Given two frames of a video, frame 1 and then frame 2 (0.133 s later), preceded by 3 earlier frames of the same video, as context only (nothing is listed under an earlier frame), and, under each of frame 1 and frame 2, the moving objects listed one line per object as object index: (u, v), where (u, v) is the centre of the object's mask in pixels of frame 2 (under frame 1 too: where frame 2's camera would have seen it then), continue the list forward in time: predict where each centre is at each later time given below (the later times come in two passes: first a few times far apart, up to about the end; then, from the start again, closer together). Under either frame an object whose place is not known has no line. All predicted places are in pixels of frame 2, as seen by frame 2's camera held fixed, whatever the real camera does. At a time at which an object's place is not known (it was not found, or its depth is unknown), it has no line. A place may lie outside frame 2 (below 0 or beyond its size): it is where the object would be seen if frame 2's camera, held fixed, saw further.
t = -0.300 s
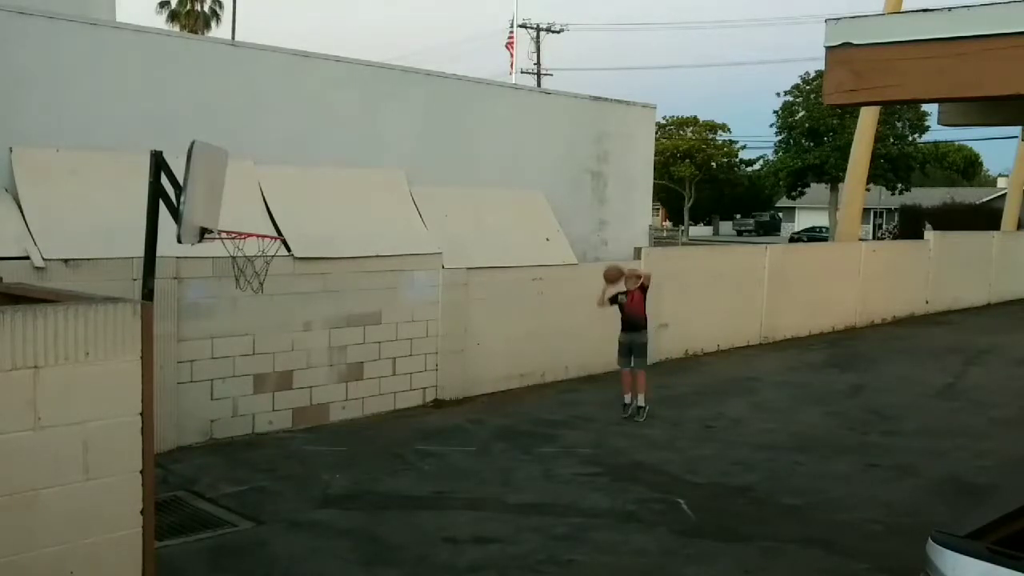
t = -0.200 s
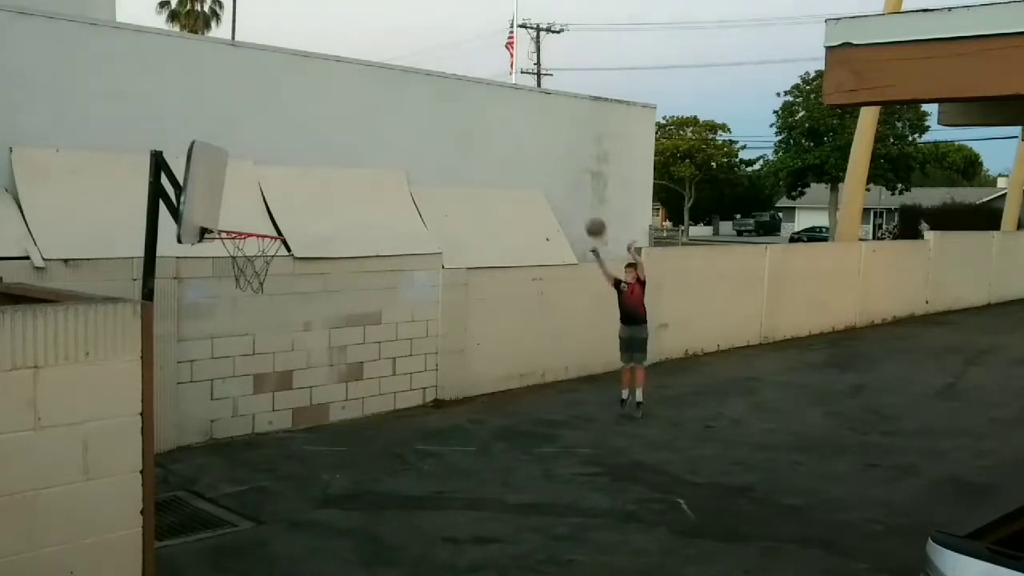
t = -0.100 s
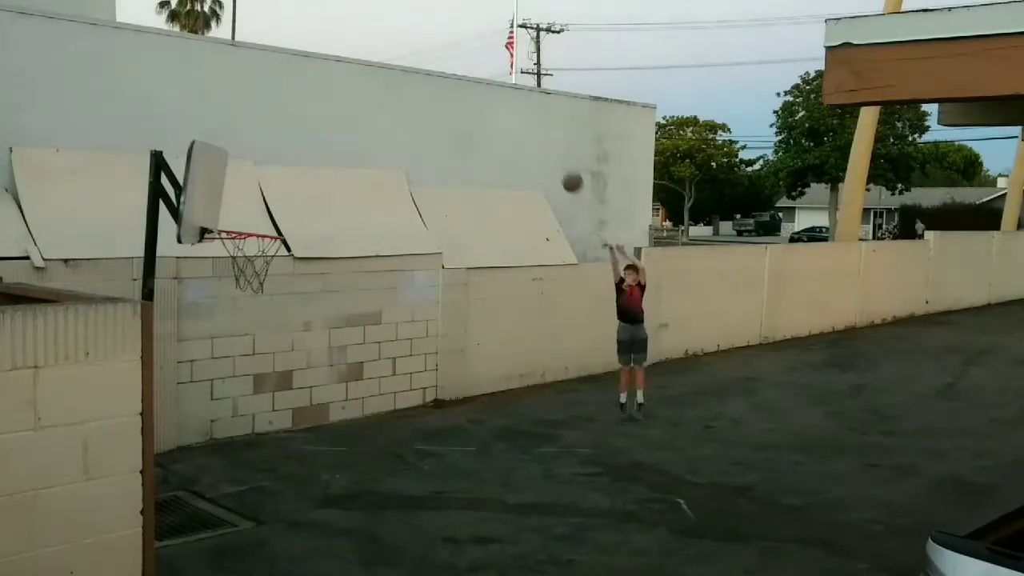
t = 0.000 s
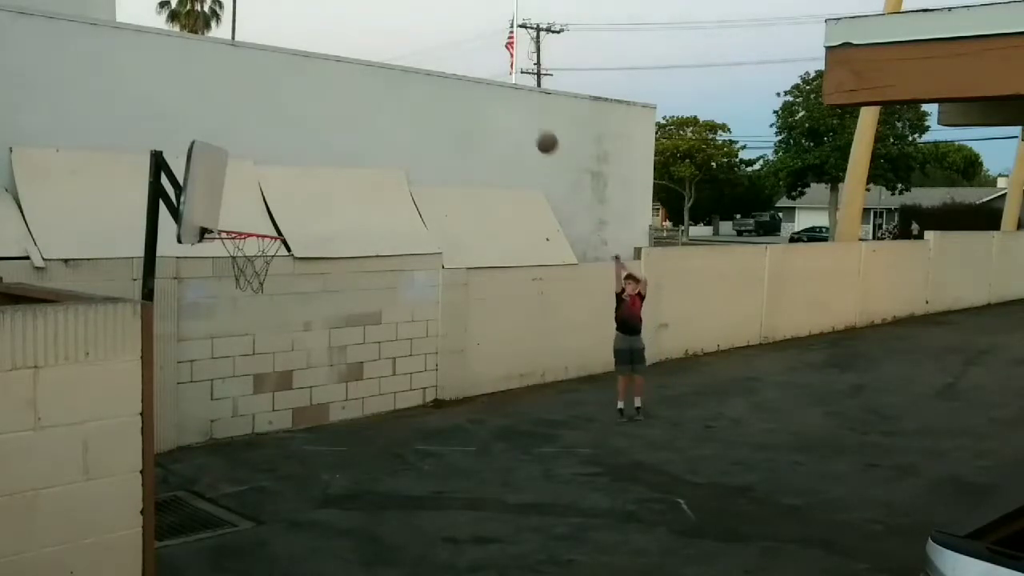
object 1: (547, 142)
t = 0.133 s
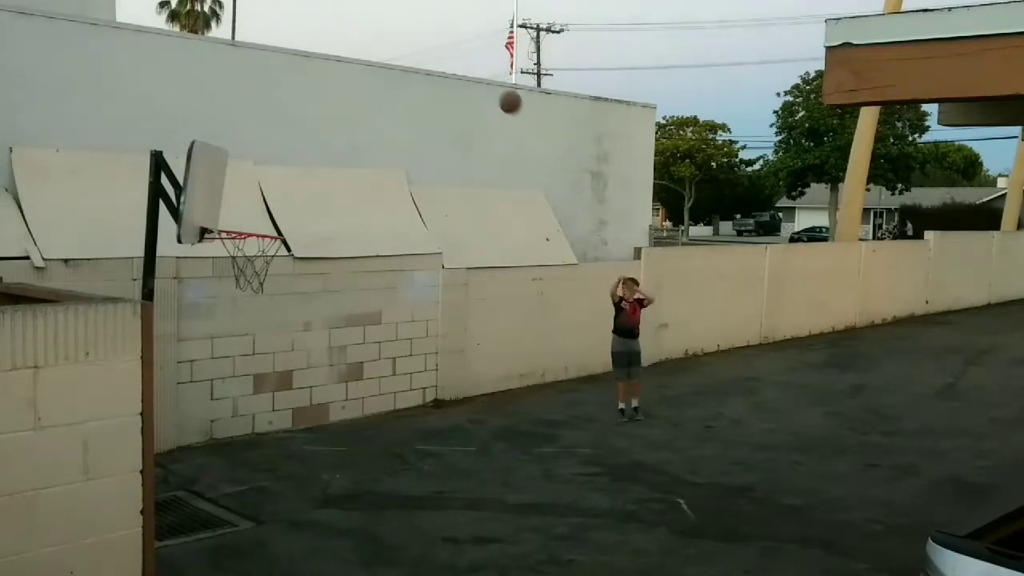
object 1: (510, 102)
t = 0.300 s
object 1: (459, 73)
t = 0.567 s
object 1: (366, 89)
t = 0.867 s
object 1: (242, 223)
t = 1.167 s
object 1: (282, 216)
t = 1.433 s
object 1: (326, 291)
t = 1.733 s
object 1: (382, 528)
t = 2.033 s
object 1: (417, 415)
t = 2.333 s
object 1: (453, 350)
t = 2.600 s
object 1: (487, 421)
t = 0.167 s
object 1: (500, 94)
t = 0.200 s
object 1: (490, 87)
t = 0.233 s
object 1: (480, 82)
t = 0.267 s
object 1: (470, 77)
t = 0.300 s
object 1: (459, 73)
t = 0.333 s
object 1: (448, 71)
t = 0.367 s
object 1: (437, 69)
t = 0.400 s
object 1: (426, 69)
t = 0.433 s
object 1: (414, 71)
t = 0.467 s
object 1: (403, 73)
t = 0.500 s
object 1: (391, 77)
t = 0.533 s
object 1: (378, 83)
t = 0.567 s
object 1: (366, 89)
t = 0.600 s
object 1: (353, 98)
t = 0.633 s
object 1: (340, 108)
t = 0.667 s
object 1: (327, 120)
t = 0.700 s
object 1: (313, 133)
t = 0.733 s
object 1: (299, 148)
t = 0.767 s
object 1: (285, 164)
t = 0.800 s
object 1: (271, 182)
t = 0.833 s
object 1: (256, 202)
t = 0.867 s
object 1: (242, 223)
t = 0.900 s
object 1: (245, 227)
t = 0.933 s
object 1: (250, 229)
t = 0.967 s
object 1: (254, 224)
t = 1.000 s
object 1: (259, 221)
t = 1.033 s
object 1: (263, 217)
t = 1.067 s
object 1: (268, 214)
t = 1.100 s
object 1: (272, 213)
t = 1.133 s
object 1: (277, 214)
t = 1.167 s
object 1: (282, 216)
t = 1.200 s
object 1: (287, 219)
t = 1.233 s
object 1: (293, 224)
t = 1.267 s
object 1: (297, 231)
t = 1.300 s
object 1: (302, 239)
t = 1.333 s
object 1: (308, 249)
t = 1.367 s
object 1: (314, 261)
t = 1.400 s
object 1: (320, 276)
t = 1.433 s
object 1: (326, 291)
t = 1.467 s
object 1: (331, 308)
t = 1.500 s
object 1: (337, 328)
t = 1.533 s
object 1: (342, 350)
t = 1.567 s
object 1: (349, 374)
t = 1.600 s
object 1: (355, 399)
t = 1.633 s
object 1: (359, 429)
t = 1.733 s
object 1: (382, 528)
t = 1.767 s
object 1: (388, 558)
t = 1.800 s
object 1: (391, 558)
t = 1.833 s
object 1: (393, 531)
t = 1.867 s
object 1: (399, 507)
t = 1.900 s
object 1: (403, 486)
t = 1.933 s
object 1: (405, 466)
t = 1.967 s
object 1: (411, 446)
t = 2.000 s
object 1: (415, 428)
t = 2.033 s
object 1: (417, 415)
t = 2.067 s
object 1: (422, 400)
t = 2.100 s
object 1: (426, 389)
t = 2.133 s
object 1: (429, 378)
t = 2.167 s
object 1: (434, 368)
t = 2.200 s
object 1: (437, 361)
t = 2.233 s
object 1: (441, 356)
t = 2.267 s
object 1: (445, 352)
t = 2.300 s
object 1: (449, 351)
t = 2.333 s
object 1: (453, 350)
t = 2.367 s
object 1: (457, 352)
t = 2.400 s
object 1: (461, 356)
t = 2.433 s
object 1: (466, 362)
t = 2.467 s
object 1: (470, 370)
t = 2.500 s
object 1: (474, 379)
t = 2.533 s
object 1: (478, 391)
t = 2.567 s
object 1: (482, 406)
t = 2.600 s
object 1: (487, 421)
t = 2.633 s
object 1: (490, 440)
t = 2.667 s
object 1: (494, 462)
